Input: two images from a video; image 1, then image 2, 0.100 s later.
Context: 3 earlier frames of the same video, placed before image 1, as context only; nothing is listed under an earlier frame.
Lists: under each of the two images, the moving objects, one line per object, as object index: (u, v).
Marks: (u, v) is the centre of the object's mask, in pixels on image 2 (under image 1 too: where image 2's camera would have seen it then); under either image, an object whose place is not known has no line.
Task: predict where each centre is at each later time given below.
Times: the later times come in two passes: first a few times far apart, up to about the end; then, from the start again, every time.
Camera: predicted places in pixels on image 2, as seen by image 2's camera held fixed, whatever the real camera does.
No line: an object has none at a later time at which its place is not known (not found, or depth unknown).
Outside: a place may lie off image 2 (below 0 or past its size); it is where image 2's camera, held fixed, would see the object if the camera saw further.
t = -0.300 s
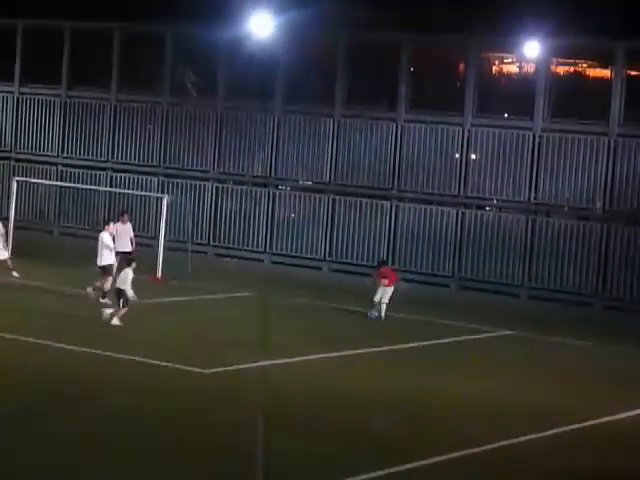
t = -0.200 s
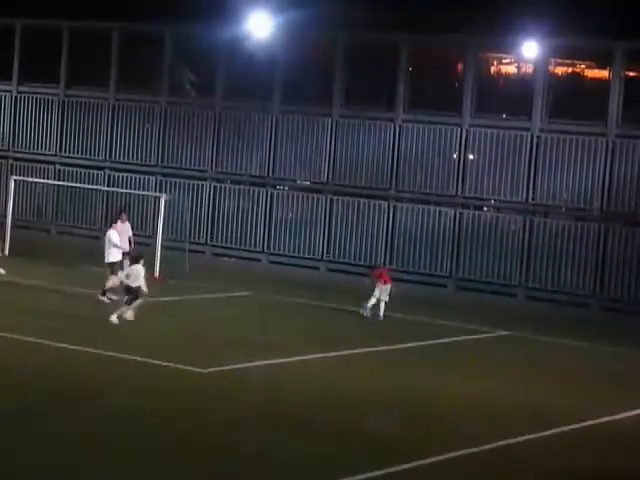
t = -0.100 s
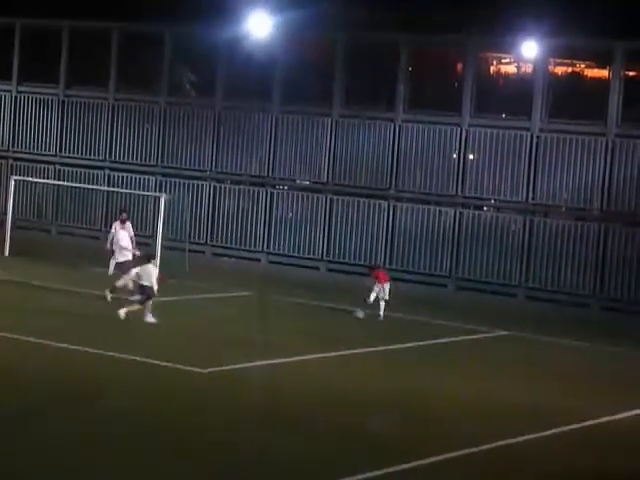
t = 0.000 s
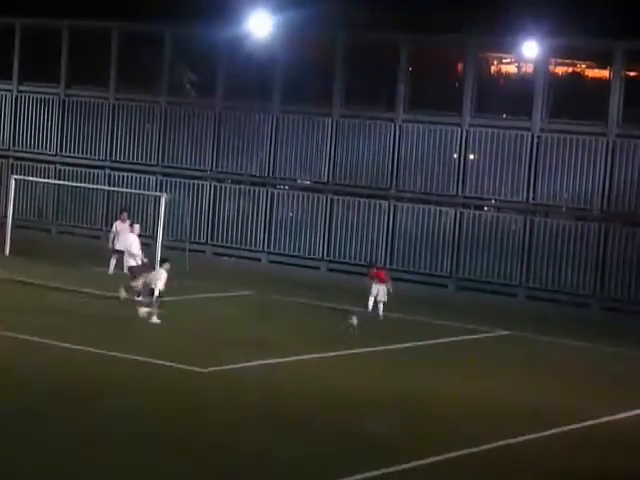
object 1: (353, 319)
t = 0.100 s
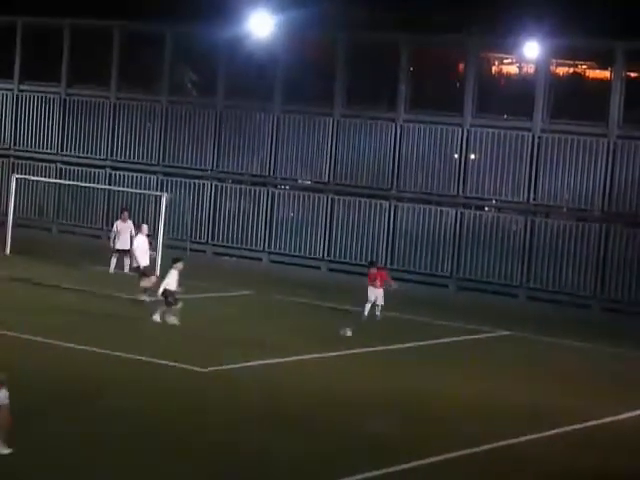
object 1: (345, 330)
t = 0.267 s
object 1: (341, 338)
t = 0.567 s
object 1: (336, 358)
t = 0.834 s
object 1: (335, 372)
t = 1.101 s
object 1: (334, 391)
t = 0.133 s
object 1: (344, 336)
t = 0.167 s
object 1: (343, 336)
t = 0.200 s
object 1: (342, 337)
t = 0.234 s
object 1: (341, 337)
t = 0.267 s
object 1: (341, 338)
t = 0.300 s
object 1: (341, 340)
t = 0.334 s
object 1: (339, 341)
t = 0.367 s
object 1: (337, 345)
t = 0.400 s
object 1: (336, 349)
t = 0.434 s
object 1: (336, 353)
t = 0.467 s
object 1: (337, 358)
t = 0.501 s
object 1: (336, 358)
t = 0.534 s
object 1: (336, 358)
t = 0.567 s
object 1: (336, 358)
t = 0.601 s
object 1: (336, 359)
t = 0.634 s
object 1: (335, 361)
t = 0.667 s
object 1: (336, 364)
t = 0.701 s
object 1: (335, 369)
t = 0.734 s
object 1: (335, 372)
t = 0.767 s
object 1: (335, 372)
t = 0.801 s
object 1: (335, 372)
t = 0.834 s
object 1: (335, 372)
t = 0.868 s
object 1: (335, 373)
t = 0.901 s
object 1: (335, 375)
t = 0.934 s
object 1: (334, 377)
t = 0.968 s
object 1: (334, 379)
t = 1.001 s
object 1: (334, 384)
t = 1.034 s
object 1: (334, 388)
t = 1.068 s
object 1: (334, 390)
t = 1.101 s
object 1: (334, 391)
